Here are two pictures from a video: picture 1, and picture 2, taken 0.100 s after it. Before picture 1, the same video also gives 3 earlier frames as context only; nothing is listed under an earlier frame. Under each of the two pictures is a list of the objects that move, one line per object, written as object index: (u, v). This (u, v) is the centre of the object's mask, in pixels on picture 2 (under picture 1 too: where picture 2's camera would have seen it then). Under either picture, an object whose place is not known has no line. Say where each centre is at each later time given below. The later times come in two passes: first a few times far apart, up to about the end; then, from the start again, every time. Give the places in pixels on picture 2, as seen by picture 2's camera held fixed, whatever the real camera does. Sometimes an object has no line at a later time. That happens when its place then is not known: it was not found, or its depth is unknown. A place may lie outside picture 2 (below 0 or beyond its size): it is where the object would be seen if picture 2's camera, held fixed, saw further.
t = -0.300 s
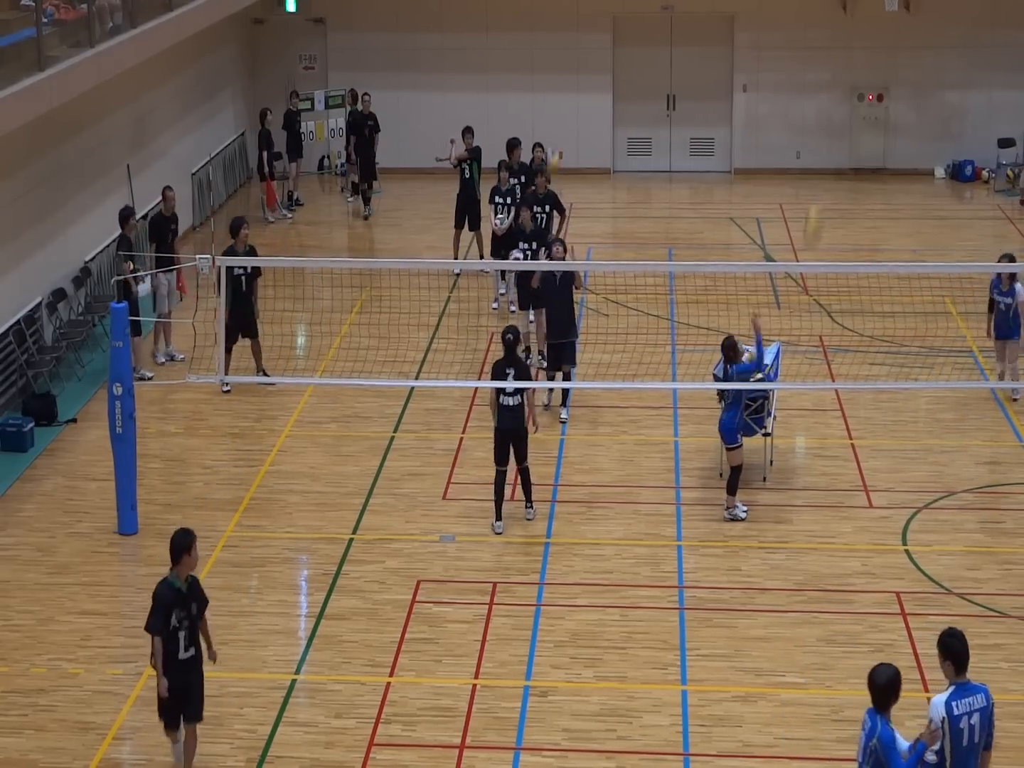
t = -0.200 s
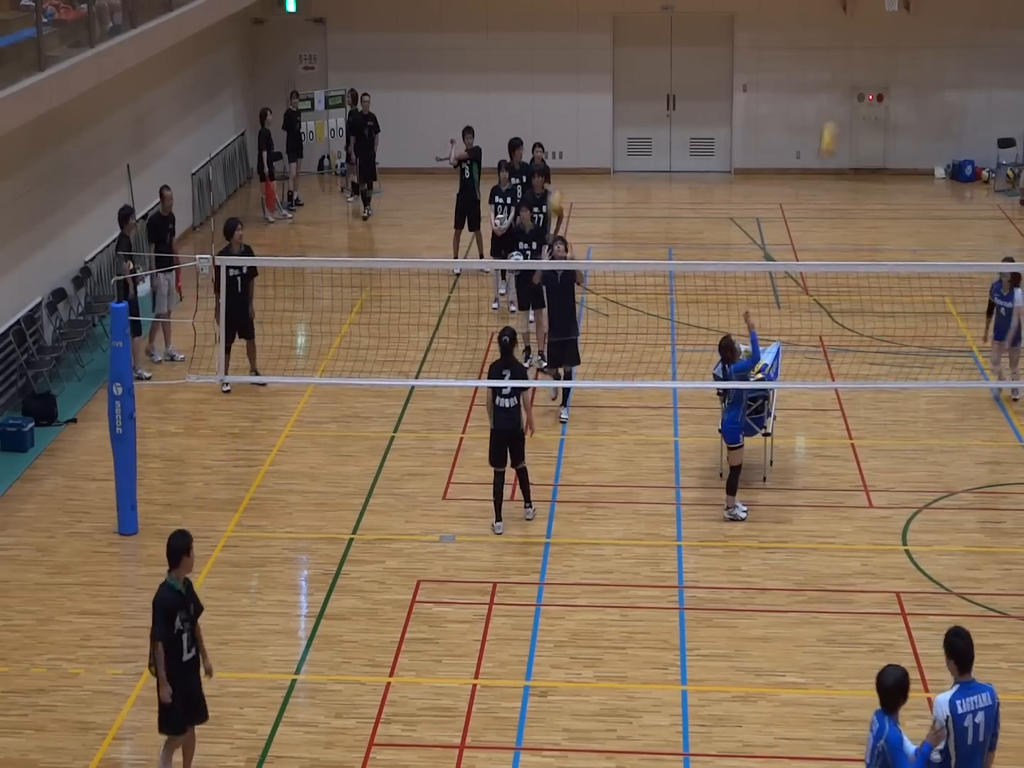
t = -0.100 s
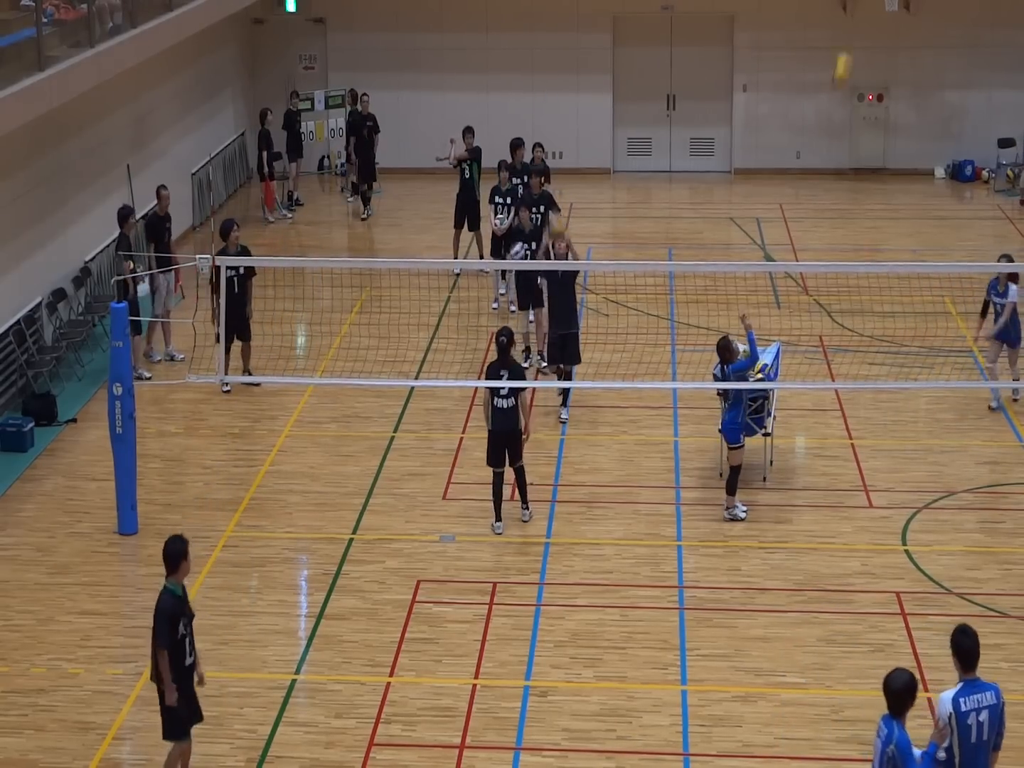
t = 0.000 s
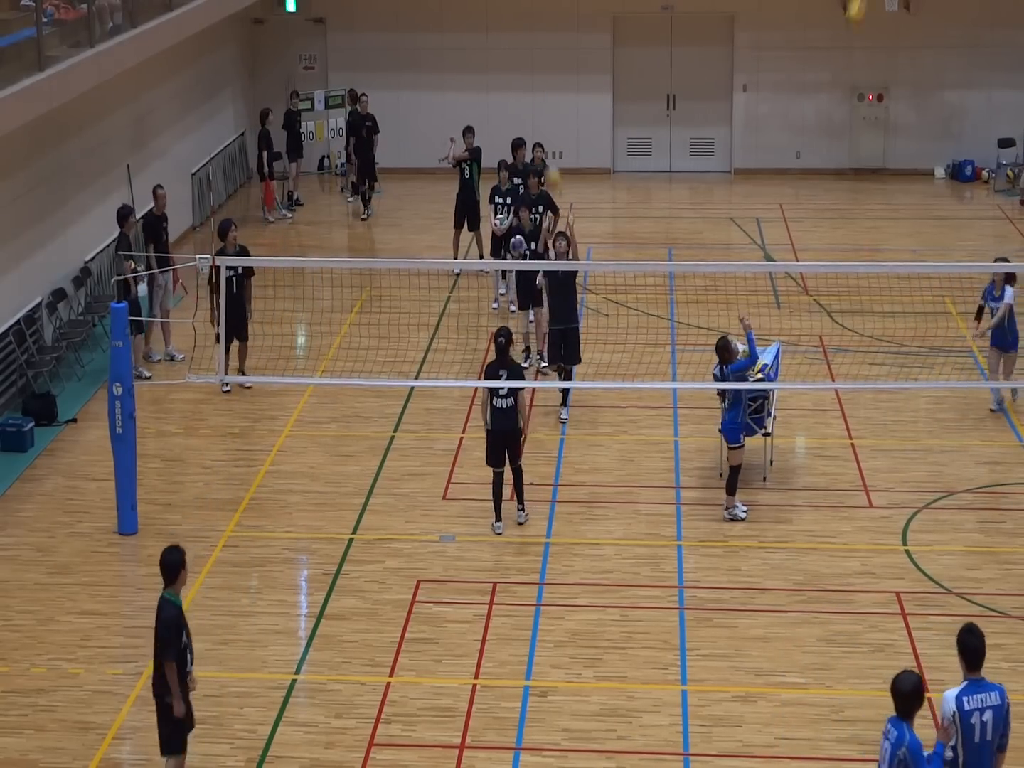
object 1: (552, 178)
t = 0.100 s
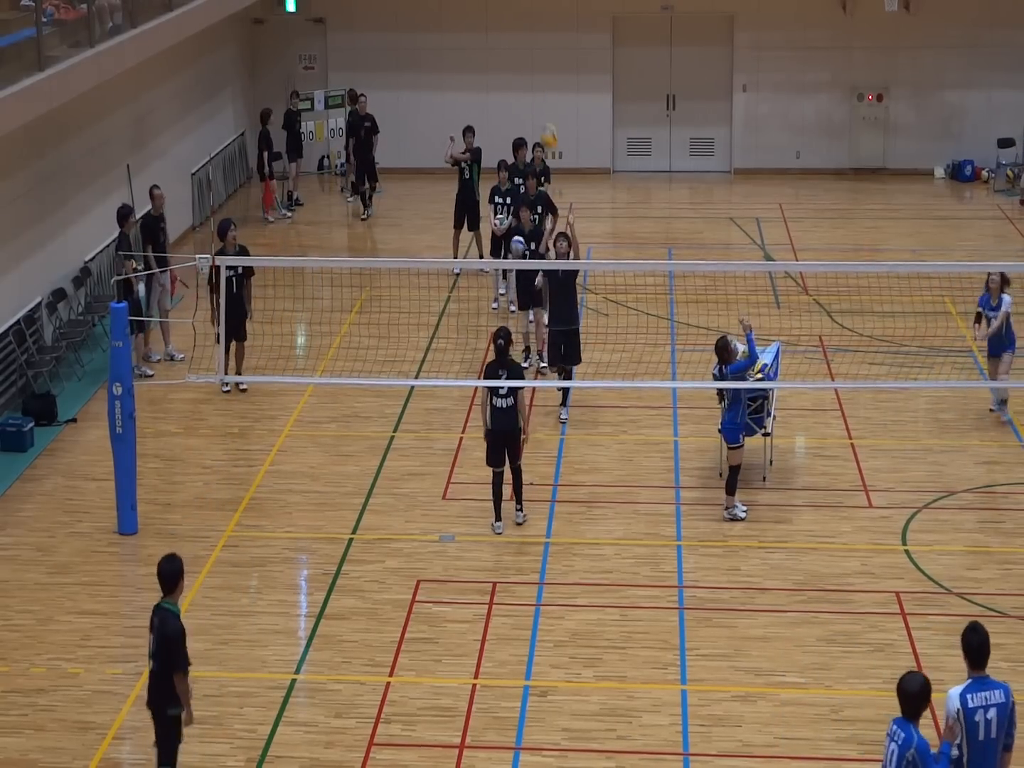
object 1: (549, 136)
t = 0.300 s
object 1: (539, 91)
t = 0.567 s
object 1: (527, 99)
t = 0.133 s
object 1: (547, 128)
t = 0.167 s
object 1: (546, 118)
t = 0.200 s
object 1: (544, 109)
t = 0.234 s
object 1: (543, 102)
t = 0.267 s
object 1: (541, 97)
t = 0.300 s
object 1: (539, 91)
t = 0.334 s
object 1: (538, 88)
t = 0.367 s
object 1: (537, 86)
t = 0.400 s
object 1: (535, 86)
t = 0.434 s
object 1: (533, 86)
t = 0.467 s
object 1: (531, 87)
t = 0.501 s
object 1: (530, 90)
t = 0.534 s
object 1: (528, 94)
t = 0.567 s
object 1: (527, 99)
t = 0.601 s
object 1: (526, 106)
